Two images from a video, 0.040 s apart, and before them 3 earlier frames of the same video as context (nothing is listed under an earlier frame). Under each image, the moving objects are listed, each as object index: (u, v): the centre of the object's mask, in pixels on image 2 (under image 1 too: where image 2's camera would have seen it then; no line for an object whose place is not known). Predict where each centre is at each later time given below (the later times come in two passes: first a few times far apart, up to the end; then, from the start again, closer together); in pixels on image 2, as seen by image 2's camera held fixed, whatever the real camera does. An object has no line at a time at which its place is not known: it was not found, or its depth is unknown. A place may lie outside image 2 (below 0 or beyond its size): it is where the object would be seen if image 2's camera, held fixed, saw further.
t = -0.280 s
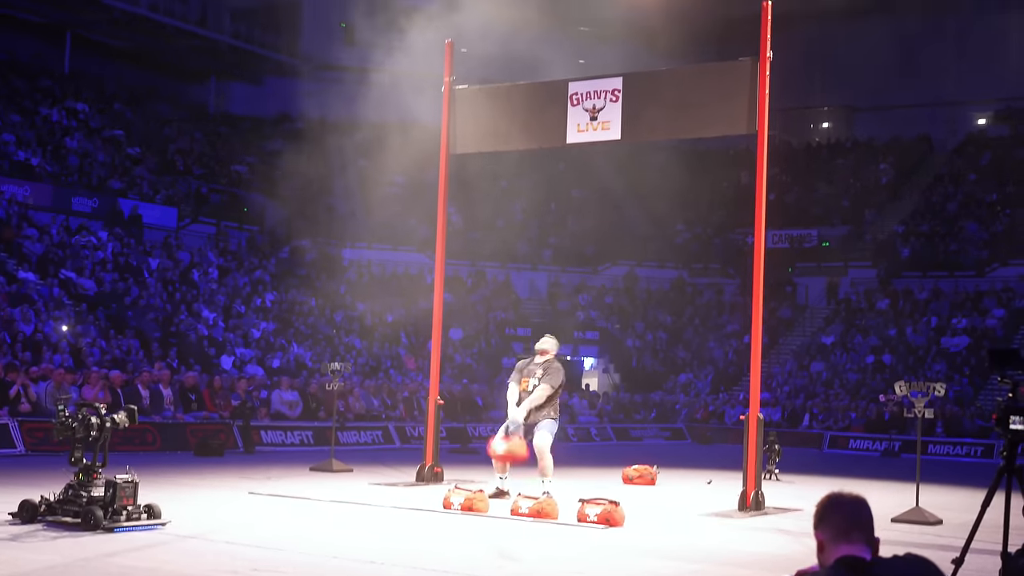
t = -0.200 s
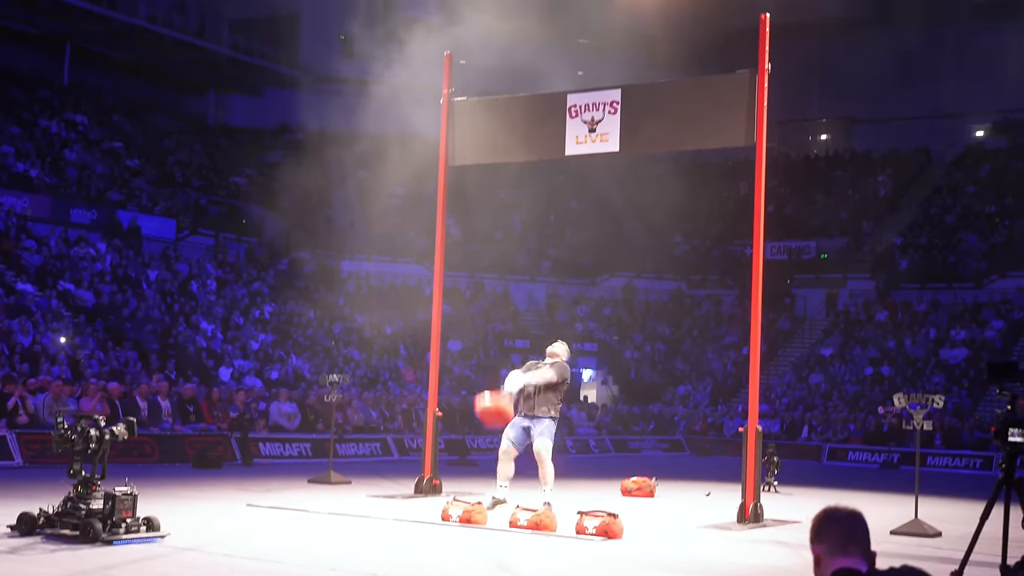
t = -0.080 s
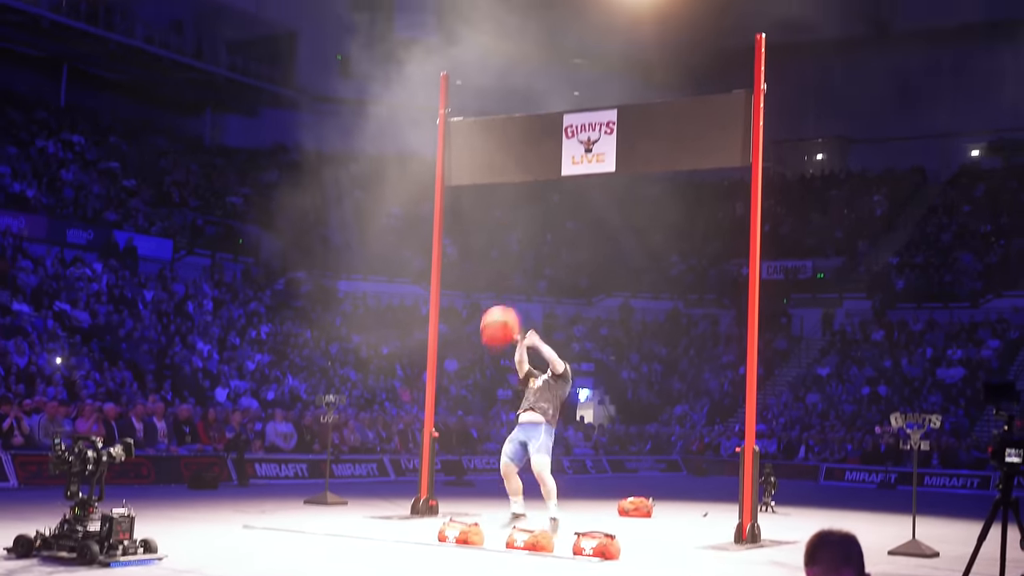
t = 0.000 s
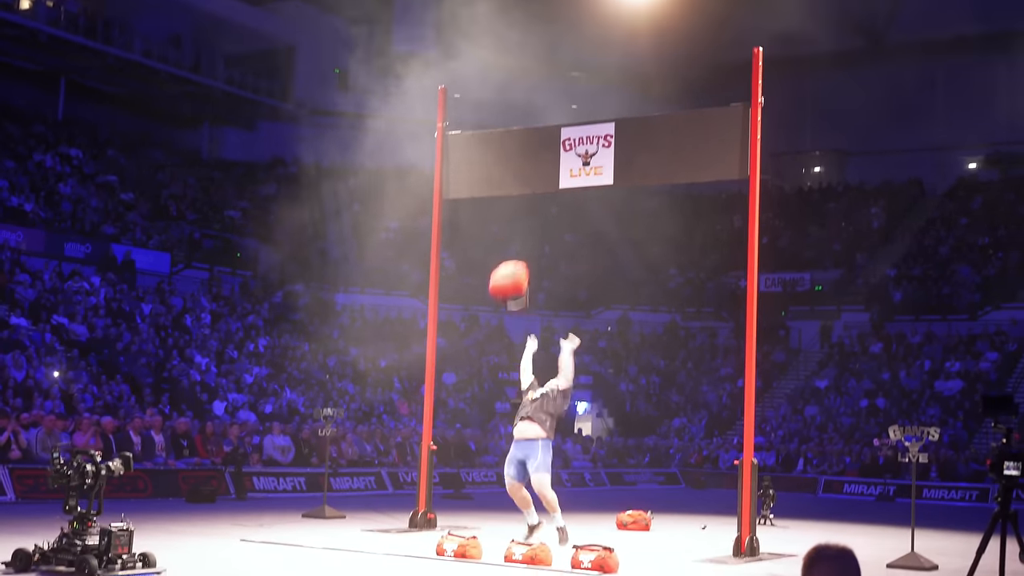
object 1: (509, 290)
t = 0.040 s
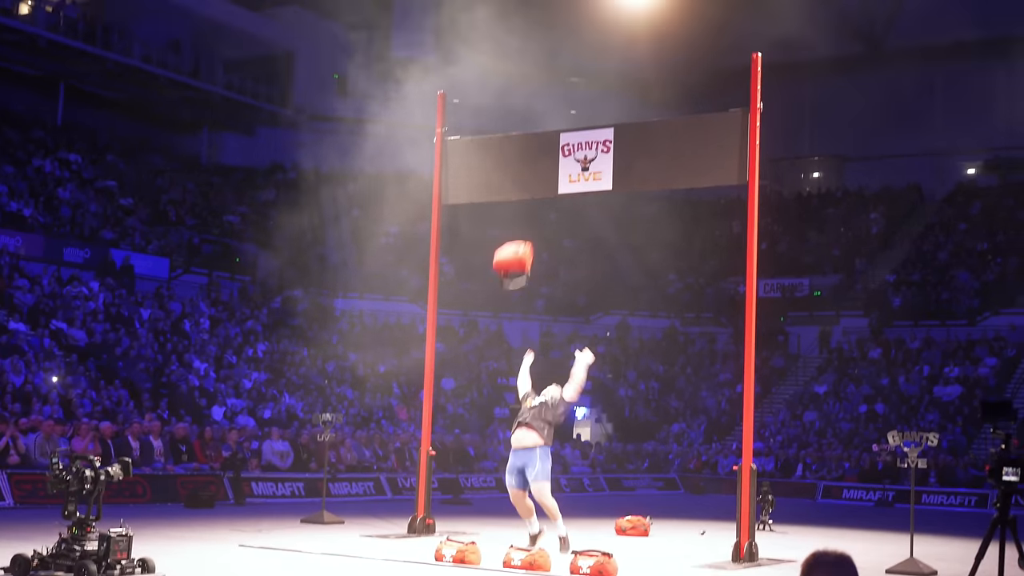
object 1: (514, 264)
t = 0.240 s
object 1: (539, 142)
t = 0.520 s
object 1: (575, 48)
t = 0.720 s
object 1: (593, 34)
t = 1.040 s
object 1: (619, 67)
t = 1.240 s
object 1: (633, 115)
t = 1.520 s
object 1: (655, 259)
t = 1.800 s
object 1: (670, 449)
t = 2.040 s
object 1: (689, 529)
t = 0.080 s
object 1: (518, 237)
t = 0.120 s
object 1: (522, 211)
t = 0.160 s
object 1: (528, 186)
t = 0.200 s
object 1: (535, 161)
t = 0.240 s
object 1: (539, 142)
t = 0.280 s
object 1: (545, 125)
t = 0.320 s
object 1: (549, 108)
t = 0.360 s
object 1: (553, 93)
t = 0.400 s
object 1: (558, 78)
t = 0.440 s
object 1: (563, 65)
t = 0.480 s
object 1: (569, 55)
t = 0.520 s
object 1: (575, 48)
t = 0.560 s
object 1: (579, 43)
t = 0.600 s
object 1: (582, 40)
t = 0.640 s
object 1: (586, 36)
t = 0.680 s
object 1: (590, 35)
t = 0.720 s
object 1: (593, 34)
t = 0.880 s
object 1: (607, 47)
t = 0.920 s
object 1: (611, 50)
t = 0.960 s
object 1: (613, 54)
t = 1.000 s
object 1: (615, 59)
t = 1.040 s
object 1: (619, 67)
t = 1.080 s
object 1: (622, 77)
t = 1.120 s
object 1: (625, 87)
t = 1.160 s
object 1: (629, 98)
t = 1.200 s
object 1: (630, 109)
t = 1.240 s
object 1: (633, 115)
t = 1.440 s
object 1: (651, 212)
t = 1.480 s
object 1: (653, 236)
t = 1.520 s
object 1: (655, 259)
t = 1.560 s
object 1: (658, 283)
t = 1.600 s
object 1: (661, 307)
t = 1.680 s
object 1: (665, 361)
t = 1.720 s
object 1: (667, 389)
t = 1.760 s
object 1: (669, 419)
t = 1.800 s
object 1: (670, 449)
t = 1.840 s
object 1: (672, 482)
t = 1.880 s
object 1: (675, 510)
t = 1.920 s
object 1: (680, 531)
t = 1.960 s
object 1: (683, 531)
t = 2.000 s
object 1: (686, 529)
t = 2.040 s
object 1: (689, 529)
